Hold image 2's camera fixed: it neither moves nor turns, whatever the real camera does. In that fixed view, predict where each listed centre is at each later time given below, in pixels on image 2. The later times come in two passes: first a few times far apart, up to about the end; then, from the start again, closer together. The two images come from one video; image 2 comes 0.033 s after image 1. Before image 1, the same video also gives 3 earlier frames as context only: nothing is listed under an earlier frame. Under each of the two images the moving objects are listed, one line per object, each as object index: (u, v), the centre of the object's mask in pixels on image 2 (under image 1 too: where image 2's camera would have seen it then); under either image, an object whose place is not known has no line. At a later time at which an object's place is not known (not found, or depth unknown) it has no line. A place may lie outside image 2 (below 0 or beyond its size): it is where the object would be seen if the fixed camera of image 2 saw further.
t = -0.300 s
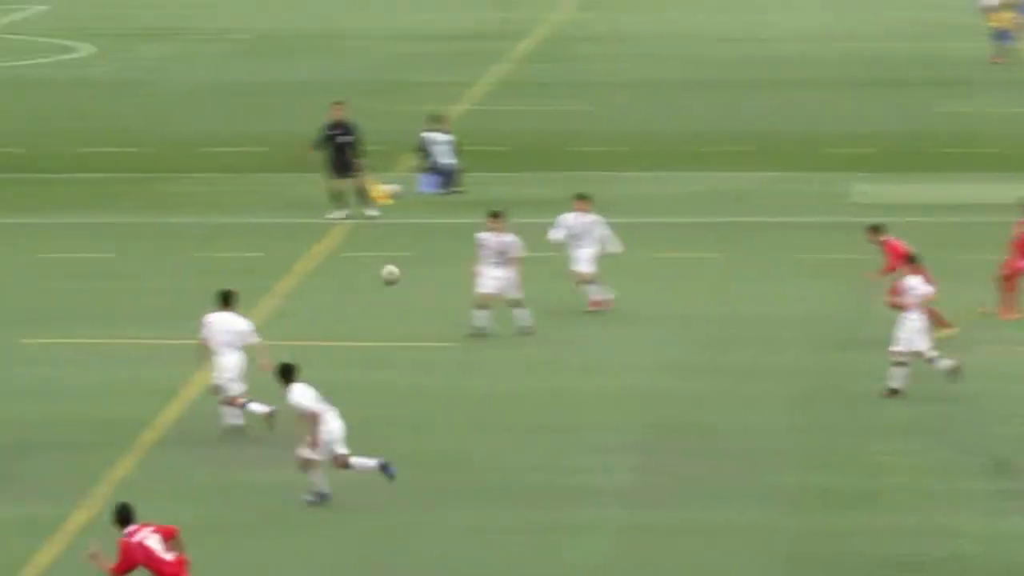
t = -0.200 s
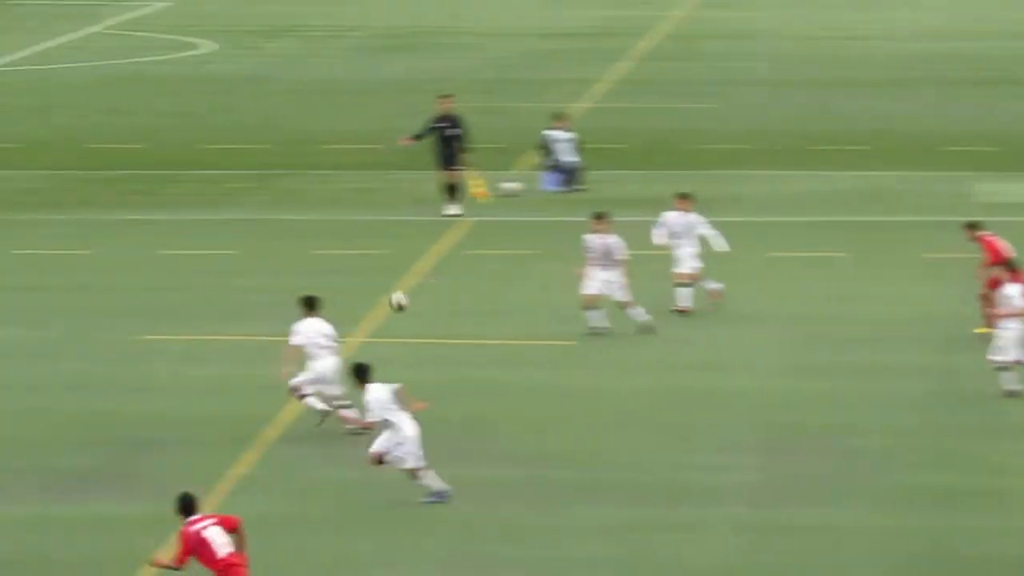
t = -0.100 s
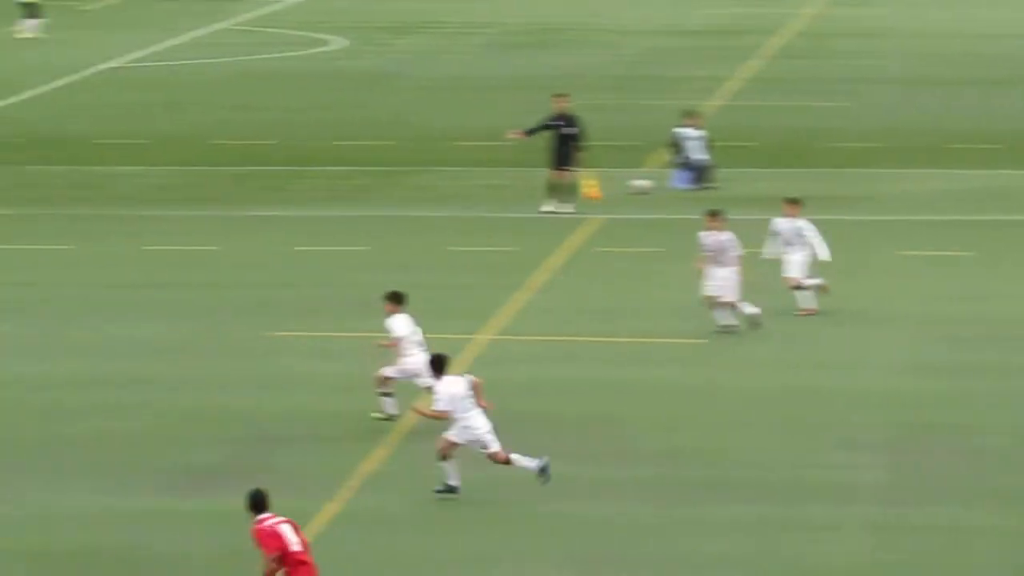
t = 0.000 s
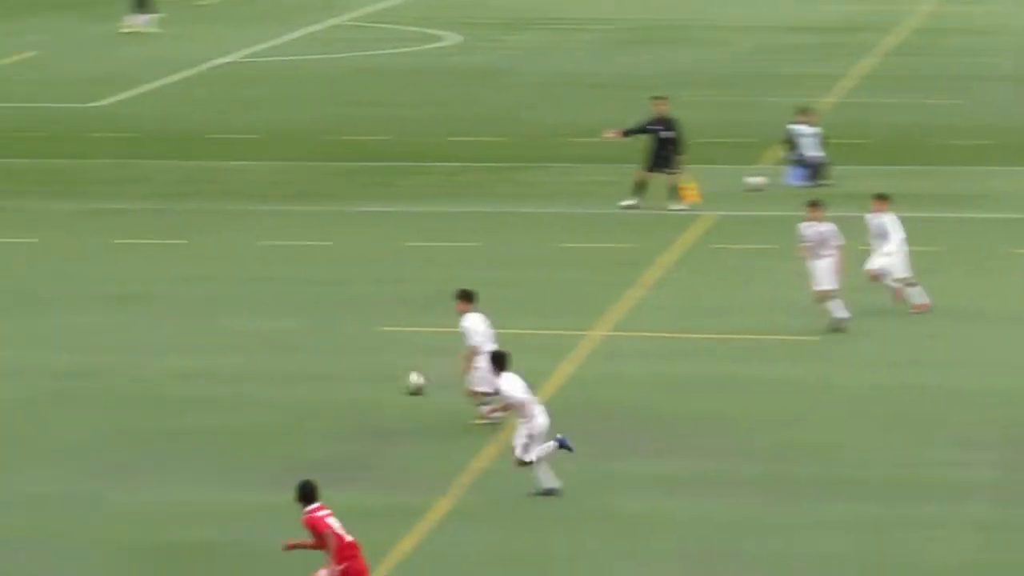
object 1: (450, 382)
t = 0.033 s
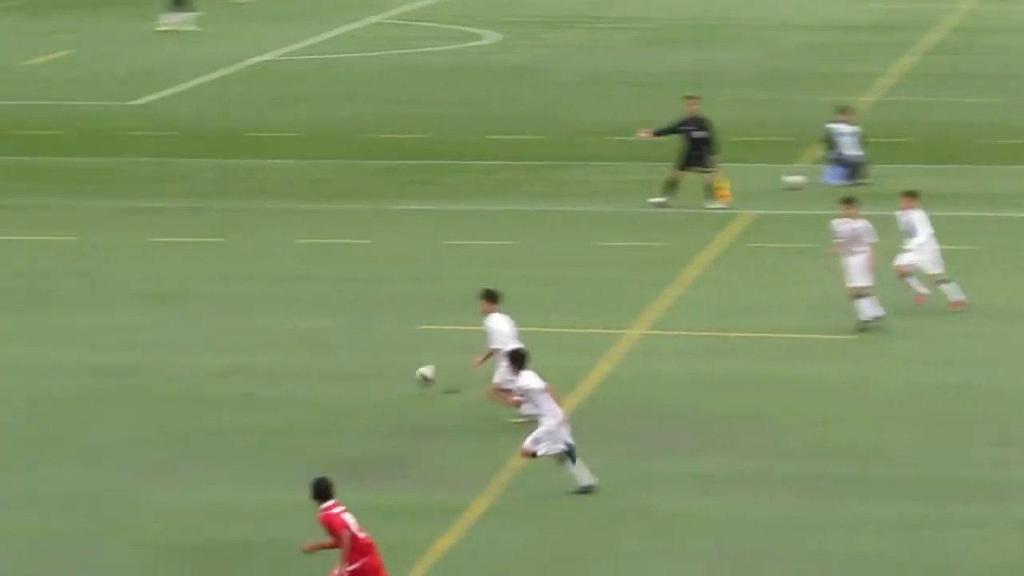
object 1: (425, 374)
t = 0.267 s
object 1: (262, 341)
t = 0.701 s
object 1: (-49, 449)
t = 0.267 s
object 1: (262, 341)
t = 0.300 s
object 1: (239, 341)
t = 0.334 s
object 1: (215, 343)
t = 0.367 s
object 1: (192, 345)
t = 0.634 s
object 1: (-1, 416)
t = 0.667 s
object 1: (-24, 431)
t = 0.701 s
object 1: (-49, 449)
